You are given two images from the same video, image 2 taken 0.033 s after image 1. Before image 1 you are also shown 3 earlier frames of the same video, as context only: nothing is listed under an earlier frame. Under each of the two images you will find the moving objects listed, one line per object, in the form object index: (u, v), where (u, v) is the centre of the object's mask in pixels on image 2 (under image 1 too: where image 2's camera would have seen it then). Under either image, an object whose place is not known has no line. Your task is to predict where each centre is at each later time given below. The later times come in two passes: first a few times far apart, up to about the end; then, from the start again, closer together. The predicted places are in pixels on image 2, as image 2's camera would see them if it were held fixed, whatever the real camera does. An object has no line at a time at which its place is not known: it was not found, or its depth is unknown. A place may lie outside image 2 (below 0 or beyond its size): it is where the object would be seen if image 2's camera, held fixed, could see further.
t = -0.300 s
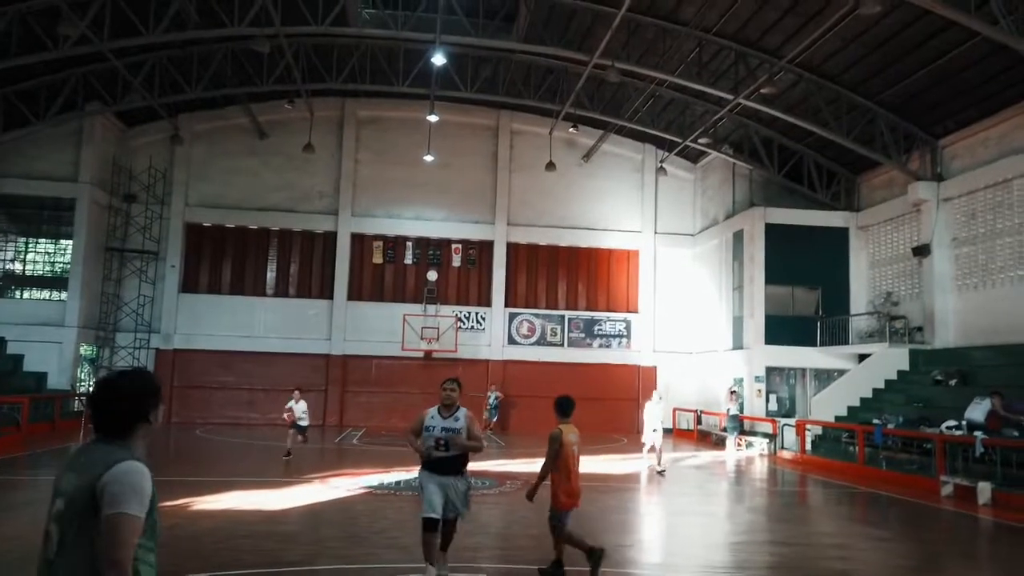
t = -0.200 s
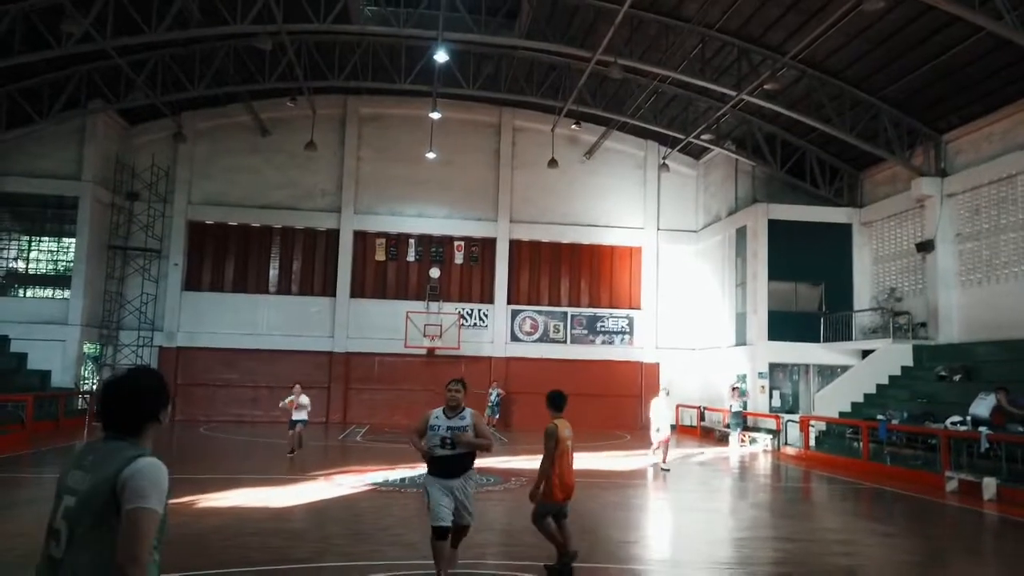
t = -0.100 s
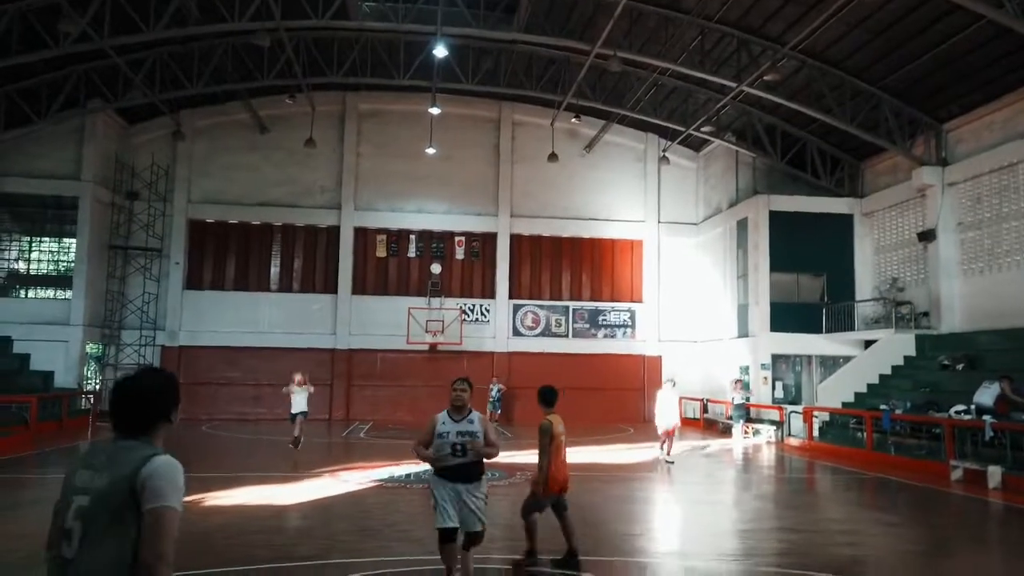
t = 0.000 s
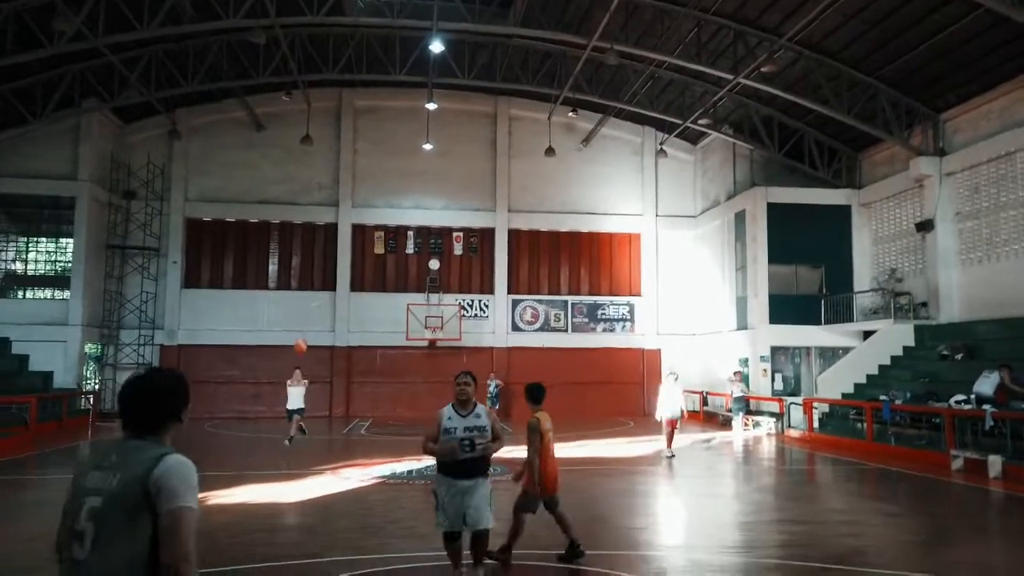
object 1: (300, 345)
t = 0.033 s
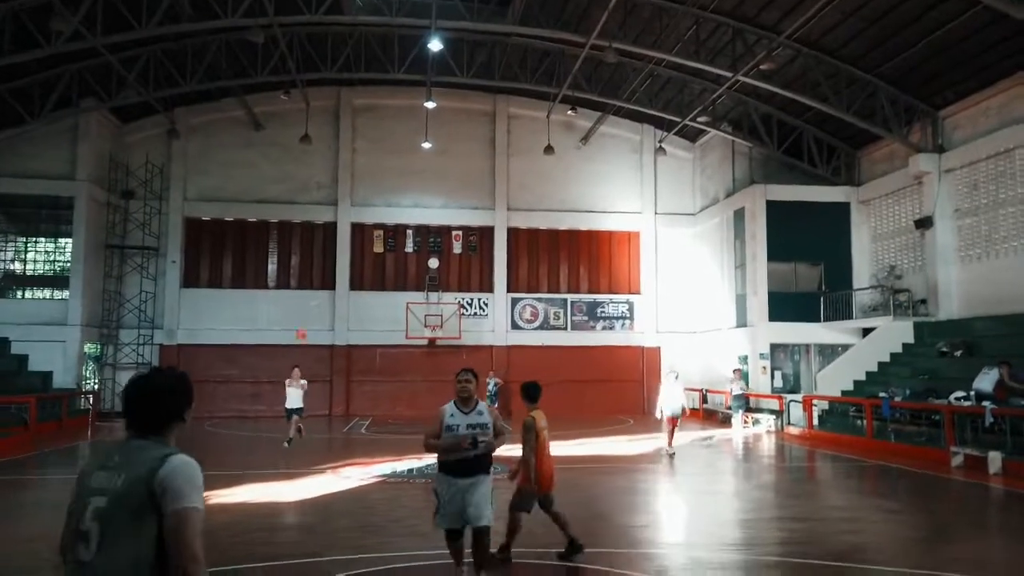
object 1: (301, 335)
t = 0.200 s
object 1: (309, 286)
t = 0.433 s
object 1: (323, 226)
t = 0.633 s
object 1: (343, 188)
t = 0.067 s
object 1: (302, 325)
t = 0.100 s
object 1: (304, 316)
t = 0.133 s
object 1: (306, 305)
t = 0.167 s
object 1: (309, 296)
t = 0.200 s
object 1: (309, 286)
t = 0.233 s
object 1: (311, 277)
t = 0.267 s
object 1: (313, 269)
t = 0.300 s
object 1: (314, 259)
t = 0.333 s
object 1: (316, 250)
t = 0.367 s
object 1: (318, 241)
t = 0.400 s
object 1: (321, 234)
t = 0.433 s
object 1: (323, 226)
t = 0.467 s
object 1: (326, 219)
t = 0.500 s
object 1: (329, 212)
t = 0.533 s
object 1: (331, 205)
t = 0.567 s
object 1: (335, 198)
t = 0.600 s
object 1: (339, 193)
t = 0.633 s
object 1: (343, 188)
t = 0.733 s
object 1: (357, 177)
